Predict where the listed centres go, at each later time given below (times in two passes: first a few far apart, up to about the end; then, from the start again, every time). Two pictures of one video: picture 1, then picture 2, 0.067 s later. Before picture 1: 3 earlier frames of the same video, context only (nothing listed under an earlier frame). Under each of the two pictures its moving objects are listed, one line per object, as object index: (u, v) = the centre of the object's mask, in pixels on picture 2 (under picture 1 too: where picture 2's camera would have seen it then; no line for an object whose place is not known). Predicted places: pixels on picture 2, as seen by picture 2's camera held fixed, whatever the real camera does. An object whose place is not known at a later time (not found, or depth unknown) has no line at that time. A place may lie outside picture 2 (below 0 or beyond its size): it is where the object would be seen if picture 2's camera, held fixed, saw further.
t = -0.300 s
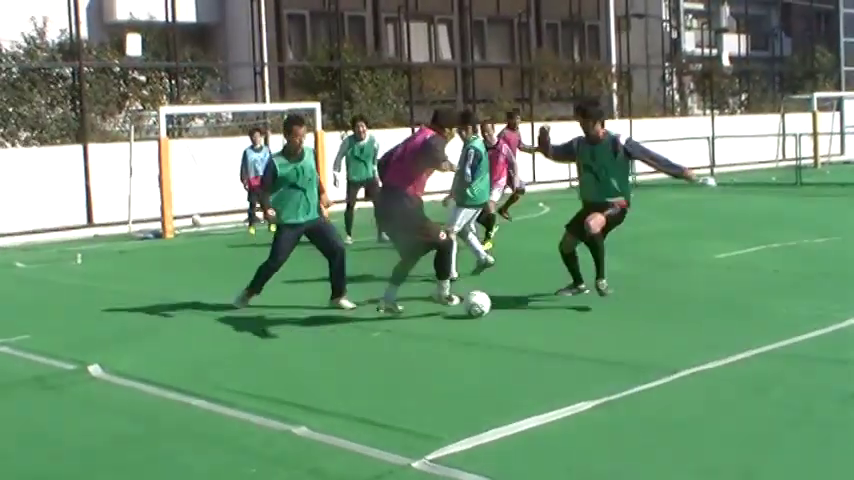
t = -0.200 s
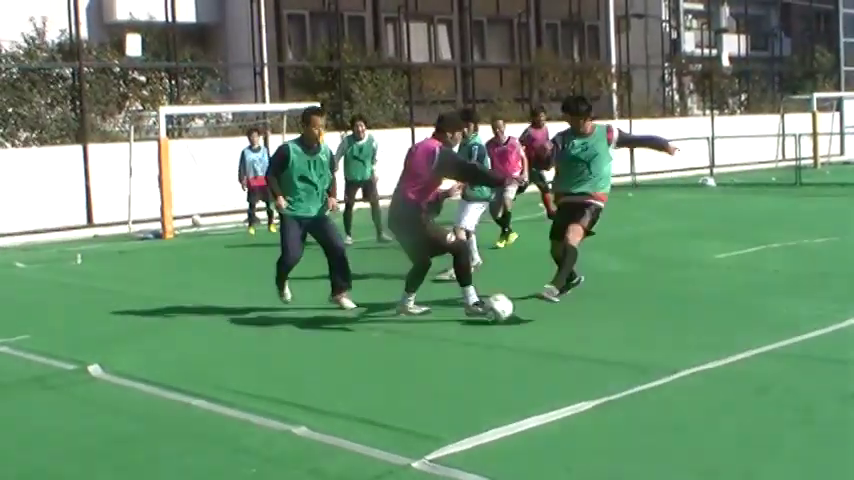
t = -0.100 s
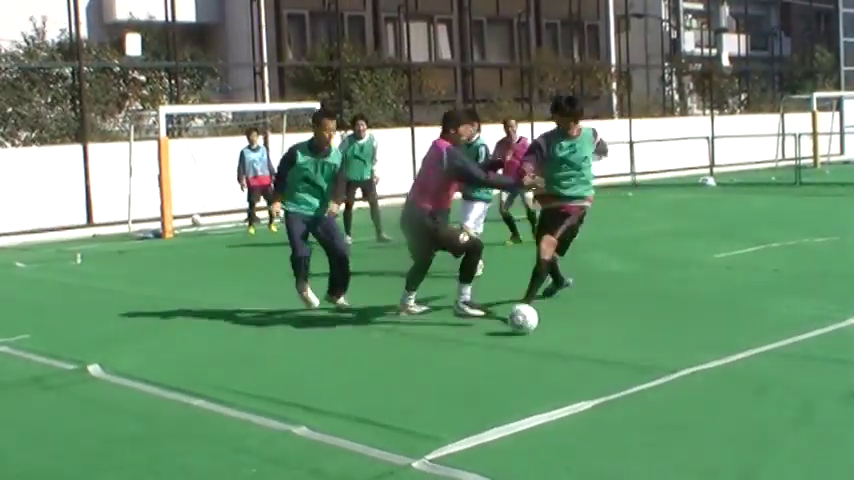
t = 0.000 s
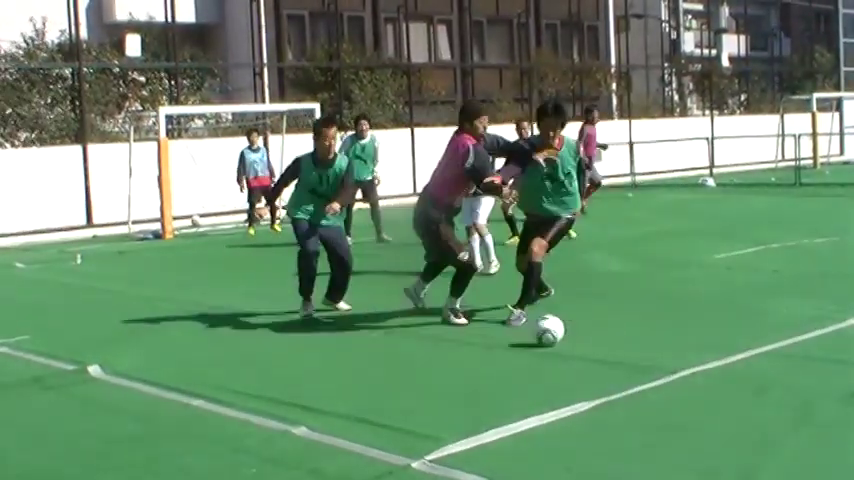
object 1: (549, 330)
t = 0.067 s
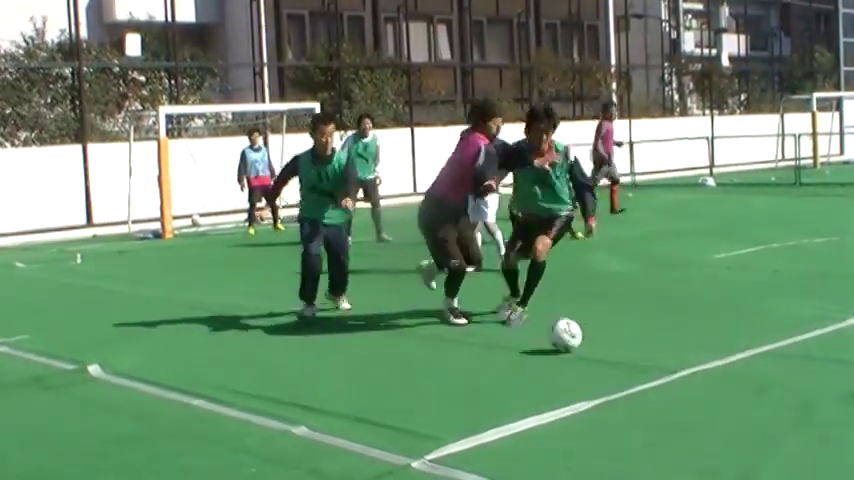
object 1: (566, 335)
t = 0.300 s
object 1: (632, 360)
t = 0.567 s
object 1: (715, 386)
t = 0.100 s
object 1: (575, 338)
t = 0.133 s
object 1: (584, 343)
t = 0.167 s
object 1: (594, 347)
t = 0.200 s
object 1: (603, 351)
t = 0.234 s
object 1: (612, 353)
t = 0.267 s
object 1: (623, 357)
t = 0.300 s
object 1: (632, 360)
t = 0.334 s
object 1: (642, 364)
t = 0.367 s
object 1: (651, 365)
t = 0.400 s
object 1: (661, 367)
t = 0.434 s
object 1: (673, 369)
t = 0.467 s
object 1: (683, 375)
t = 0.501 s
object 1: (693, 381)
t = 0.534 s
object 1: (702, 383)
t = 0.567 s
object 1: (715, 386)
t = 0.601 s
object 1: (727, 393)
